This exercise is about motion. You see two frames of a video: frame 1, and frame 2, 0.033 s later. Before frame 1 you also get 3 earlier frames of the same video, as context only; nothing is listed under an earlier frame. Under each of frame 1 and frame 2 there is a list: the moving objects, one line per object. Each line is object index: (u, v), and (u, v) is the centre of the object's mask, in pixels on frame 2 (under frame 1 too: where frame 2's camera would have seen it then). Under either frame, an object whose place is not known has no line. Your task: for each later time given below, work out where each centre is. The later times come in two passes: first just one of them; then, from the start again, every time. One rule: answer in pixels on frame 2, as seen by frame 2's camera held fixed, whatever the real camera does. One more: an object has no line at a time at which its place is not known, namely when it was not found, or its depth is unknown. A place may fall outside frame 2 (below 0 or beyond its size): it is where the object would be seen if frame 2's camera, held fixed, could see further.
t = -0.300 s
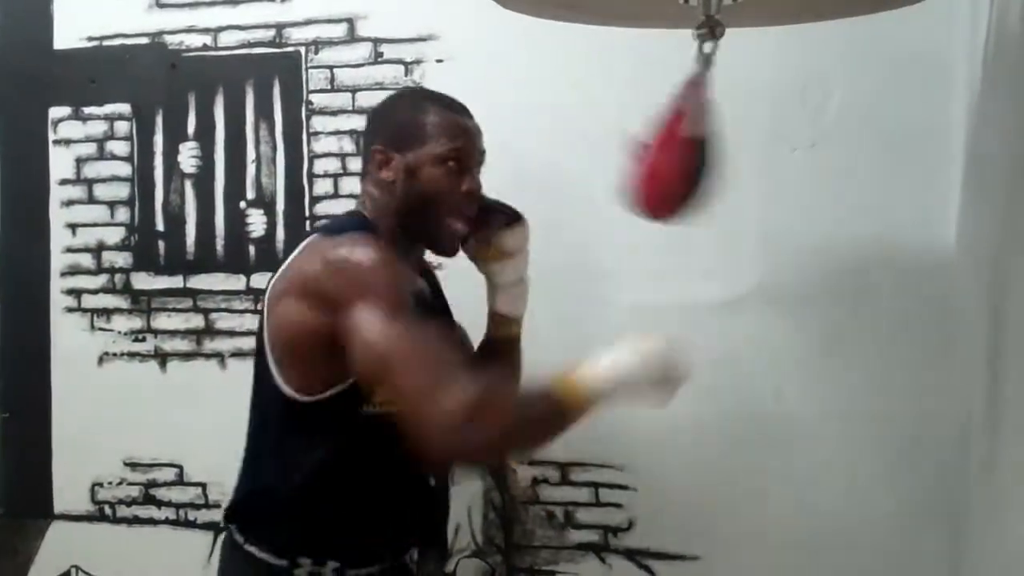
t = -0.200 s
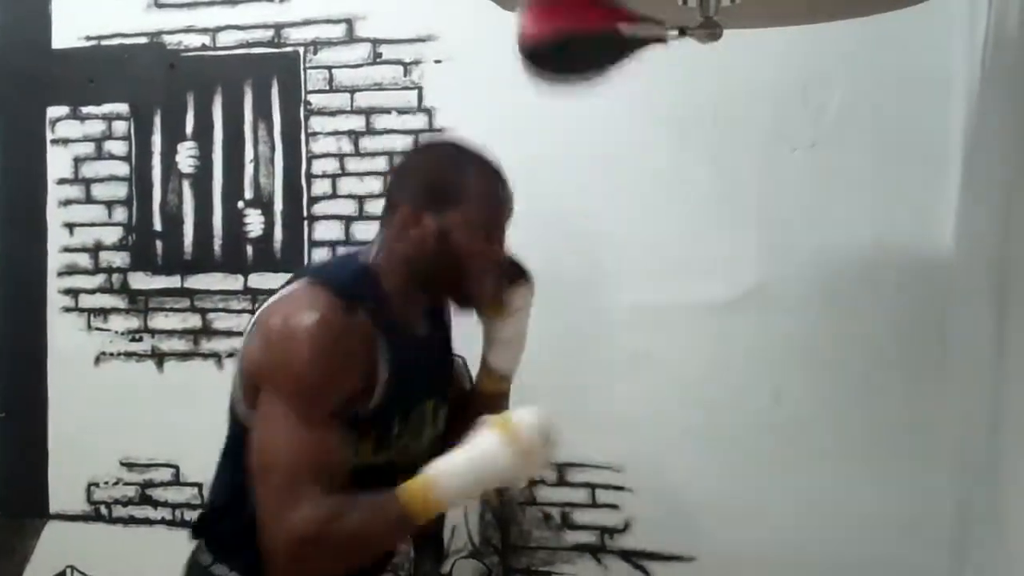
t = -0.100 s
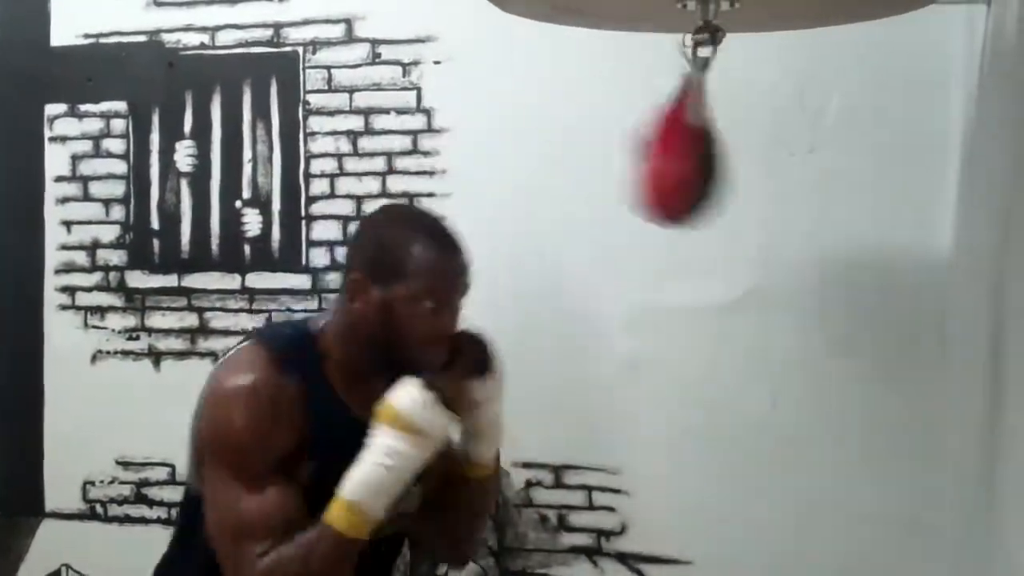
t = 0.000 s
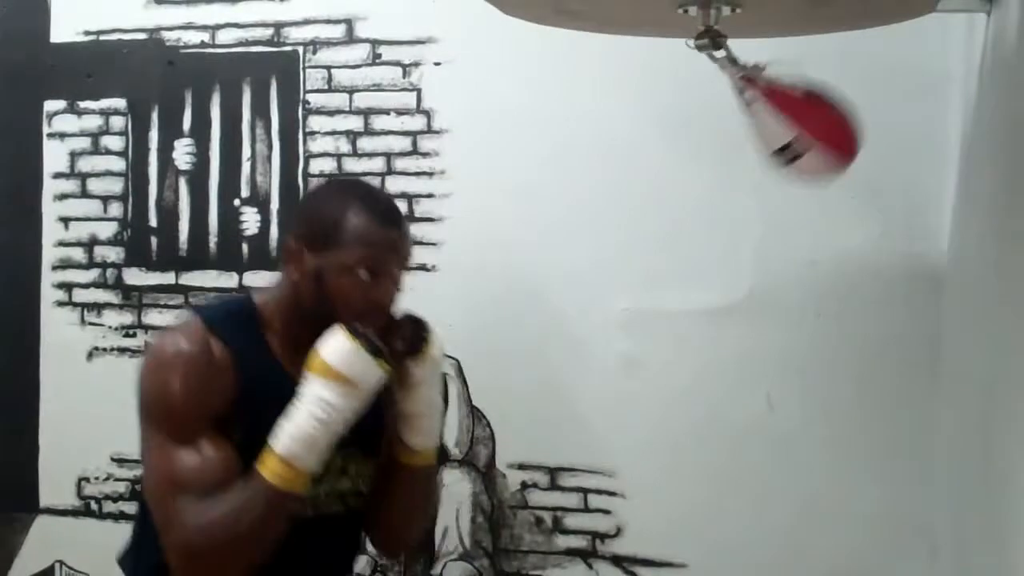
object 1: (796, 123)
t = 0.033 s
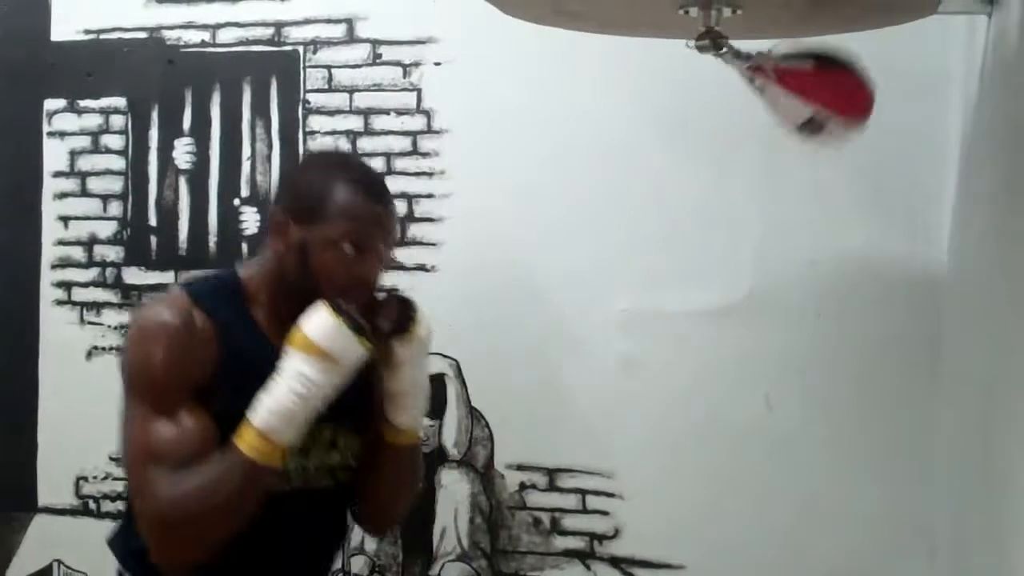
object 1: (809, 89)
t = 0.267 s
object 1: (659, 157)
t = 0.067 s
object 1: (816, 64)
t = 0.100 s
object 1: (800, 89)
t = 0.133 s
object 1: (781, 122)
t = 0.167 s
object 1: (755, 150)
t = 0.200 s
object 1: (720, 164)
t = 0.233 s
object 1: (687, 168)
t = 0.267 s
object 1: (659, 157)
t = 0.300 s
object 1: (641, 134)
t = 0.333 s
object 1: (632, 107)
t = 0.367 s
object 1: (627, 81)
